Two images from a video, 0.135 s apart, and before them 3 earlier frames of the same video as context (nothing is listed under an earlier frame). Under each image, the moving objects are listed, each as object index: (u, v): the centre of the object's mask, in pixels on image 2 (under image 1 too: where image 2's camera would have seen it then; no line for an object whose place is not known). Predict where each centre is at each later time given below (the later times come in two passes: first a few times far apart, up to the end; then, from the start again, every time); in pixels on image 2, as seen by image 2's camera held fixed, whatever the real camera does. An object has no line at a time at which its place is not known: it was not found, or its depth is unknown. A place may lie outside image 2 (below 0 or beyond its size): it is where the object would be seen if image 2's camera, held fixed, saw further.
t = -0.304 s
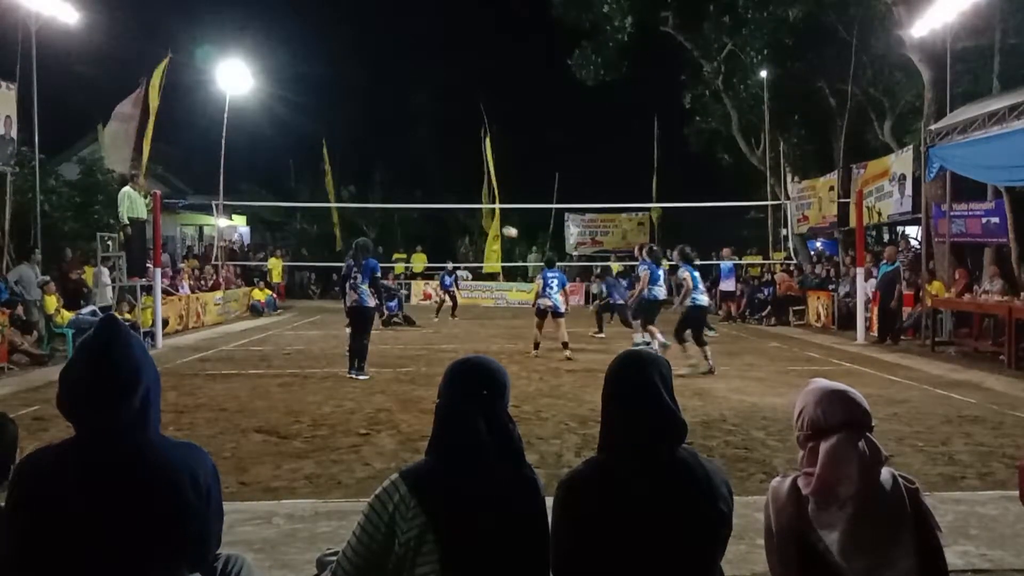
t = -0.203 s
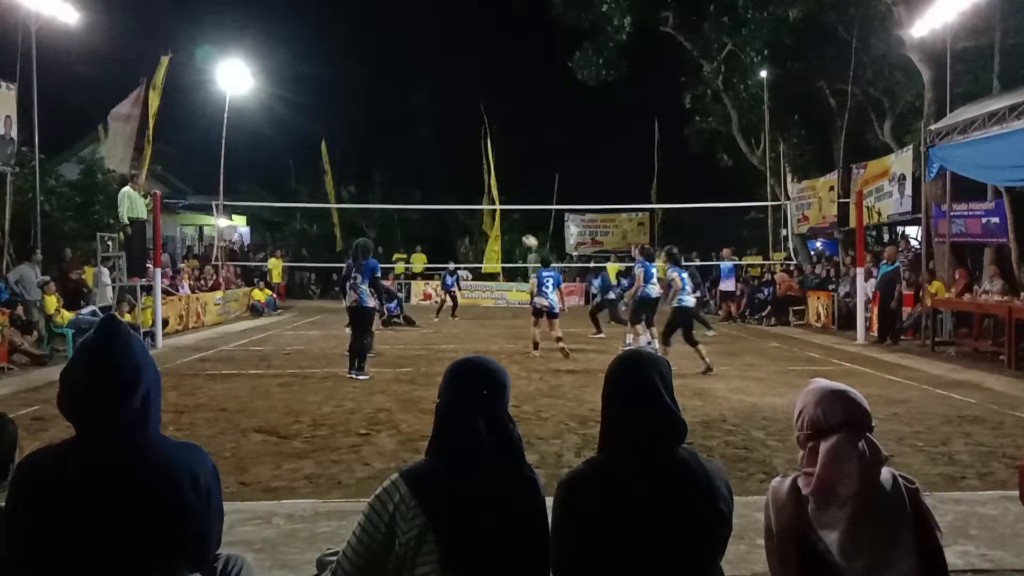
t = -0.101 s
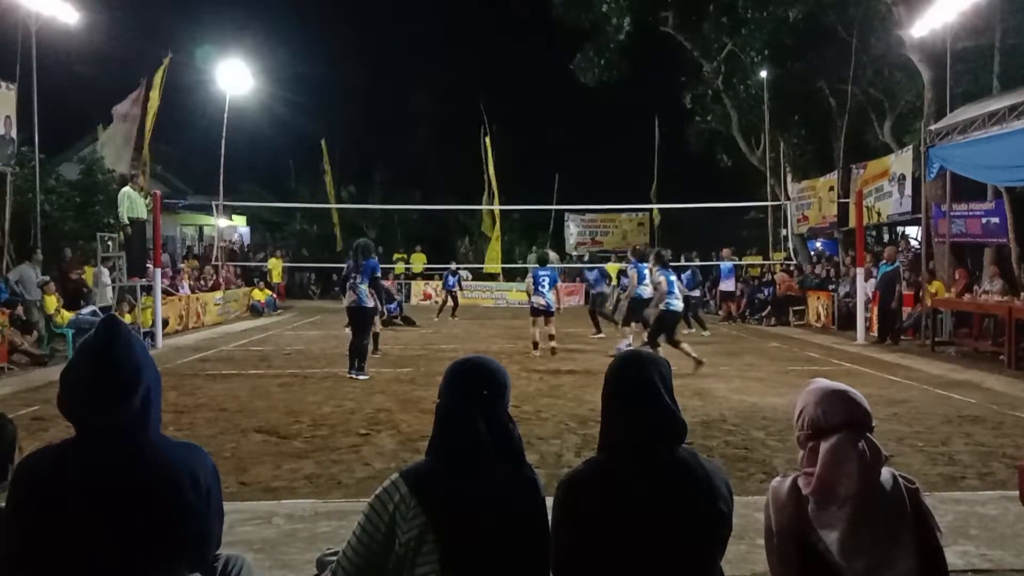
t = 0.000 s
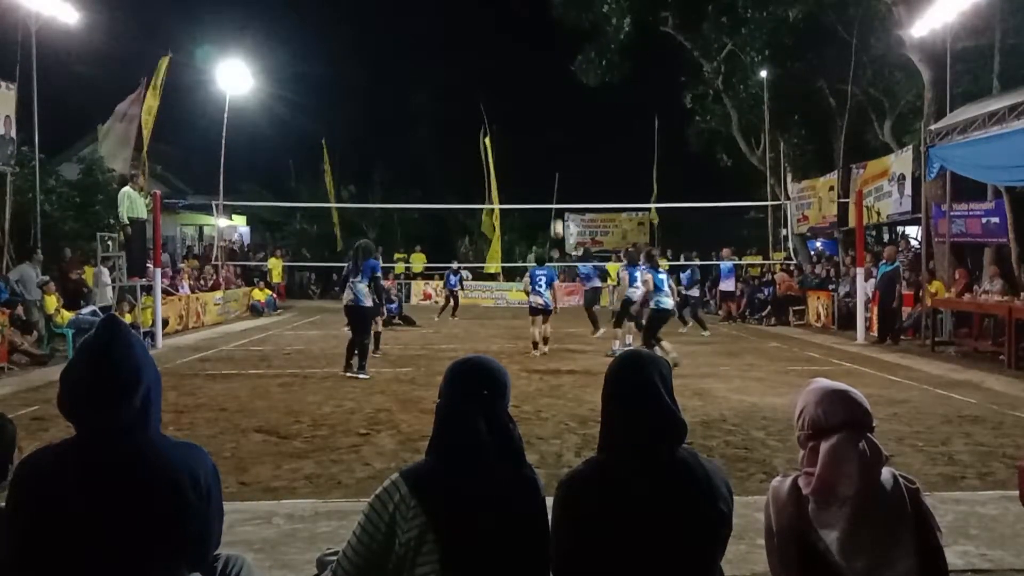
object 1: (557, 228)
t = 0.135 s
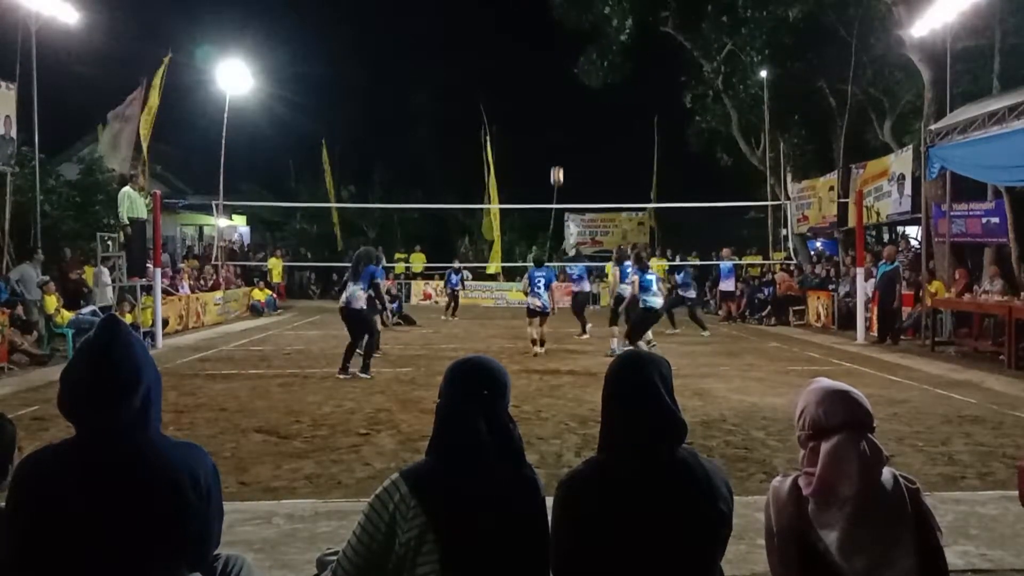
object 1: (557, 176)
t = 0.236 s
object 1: (557, 141)
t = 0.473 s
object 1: (557, 81)
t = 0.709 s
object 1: (557, 51)
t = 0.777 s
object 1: (558, 50)
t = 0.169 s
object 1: (557, 164)
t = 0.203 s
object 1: (557, 152)
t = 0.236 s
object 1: (557, 141)
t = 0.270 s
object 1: (557, 130)
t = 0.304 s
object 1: (557, 121)
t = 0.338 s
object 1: (557, 112)
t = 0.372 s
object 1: (557, 103)
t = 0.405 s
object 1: (557, 95)
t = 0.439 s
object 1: (557, 88)
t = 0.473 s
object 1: (557, 81)
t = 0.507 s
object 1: (557, 75)
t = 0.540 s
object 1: (558, 70)
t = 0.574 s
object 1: (558, 65)
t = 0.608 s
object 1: (558, 60)
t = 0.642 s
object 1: (558, 57)
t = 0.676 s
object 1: (558, 54)
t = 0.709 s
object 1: (557, 51)
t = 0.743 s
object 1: (557, 50)
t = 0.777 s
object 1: (558, 50)
